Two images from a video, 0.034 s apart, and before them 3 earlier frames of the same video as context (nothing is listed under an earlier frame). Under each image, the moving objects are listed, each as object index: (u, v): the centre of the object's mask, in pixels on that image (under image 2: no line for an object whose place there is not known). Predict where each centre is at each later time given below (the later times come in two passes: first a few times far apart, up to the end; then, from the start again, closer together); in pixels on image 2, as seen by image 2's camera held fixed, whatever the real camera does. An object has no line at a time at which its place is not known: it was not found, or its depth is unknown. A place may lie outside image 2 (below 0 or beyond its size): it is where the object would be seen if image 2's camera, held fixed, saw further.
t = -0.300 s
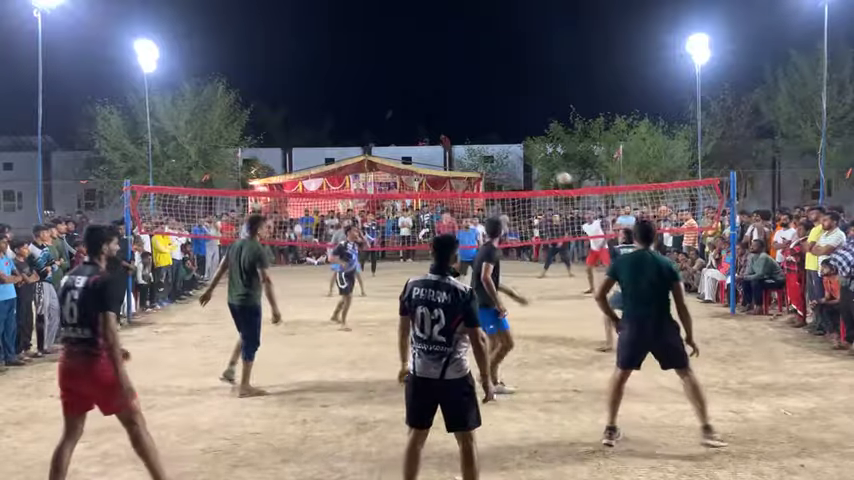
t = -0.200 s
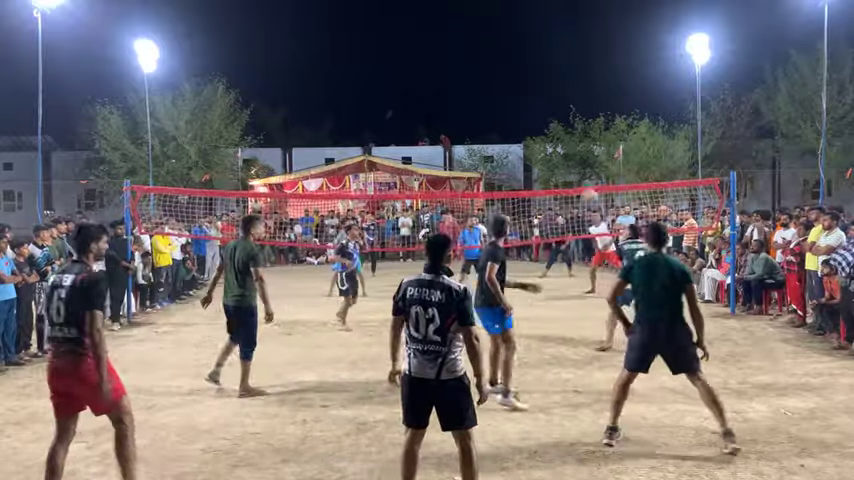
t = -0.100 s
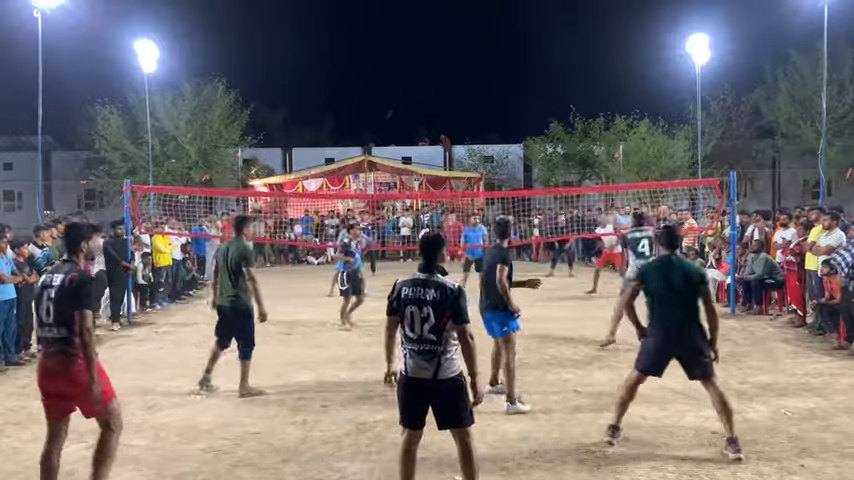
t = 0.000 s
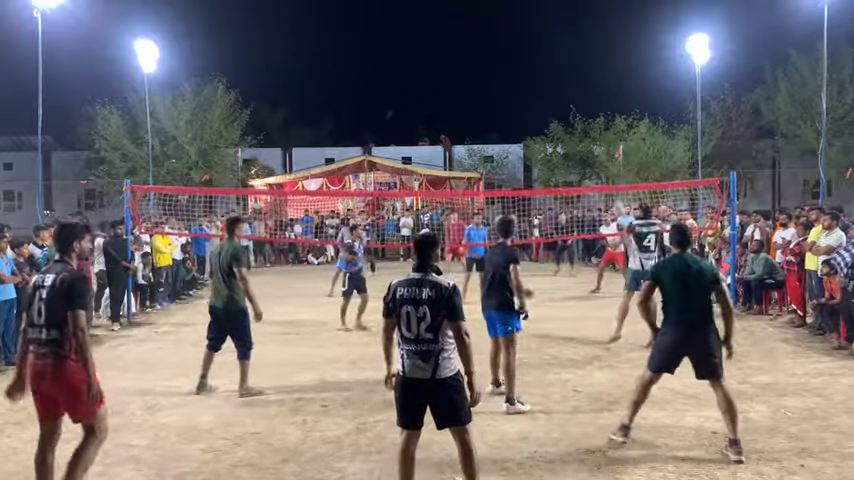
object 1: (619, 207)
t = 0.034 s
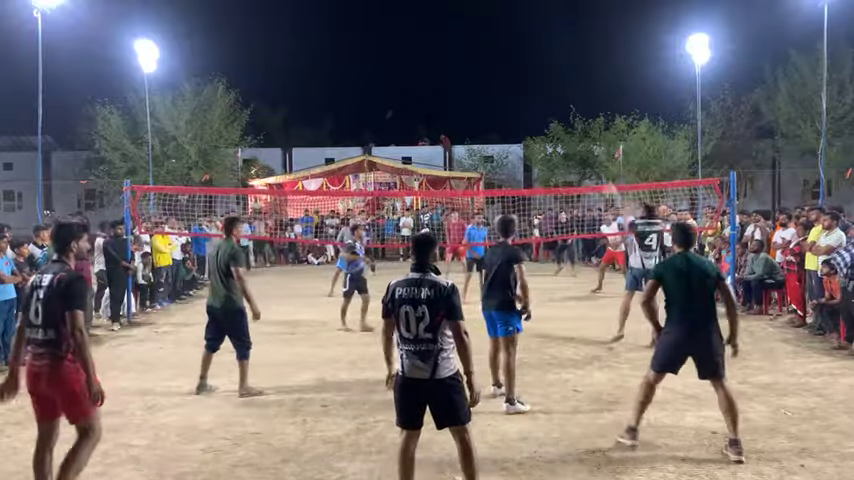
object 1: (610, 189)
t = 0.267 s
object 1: (560, 102)
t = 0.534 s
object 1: (516, 61)
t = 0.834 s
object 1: (479, 65)
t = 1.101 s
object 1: (454, 100)
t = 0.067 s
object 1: (602, 175)
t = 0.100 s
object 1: (594, 160)
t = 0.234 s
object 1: (566, 110)
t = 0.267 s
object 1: (560, 102)
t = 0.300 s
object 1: (554, 94)
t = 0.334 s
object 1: (548, 86)
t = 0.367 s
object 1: (543, 80)
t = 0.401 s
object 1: (537, 74)
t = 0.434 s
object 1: (531, 69)
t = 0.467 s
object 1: (526, 66)
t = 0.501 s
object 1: (521, 63)
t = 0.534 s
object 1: (516, 61)
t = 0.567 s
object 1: (512, 58)
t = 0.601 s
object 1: (507, 57)
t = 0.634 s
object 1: (503, 57)
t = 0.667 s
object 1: (498, 57)
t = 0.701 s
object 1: (495, 58)
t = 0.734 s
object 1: (491, 59)
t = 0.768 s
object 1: (486, 60)
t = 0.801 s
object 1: (483, 62)
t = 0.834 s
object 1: (479, 65)
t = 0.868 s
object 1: (476, 69)
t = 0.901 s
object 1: (472, 72)
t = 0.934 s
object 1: (469, 76)
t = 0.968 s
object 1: (466, 80)
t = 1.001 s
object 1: (463, 84)
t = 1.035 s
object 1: (460, 90)
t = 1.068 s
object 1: (457, 95)
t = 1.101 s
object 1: (454, 100)
